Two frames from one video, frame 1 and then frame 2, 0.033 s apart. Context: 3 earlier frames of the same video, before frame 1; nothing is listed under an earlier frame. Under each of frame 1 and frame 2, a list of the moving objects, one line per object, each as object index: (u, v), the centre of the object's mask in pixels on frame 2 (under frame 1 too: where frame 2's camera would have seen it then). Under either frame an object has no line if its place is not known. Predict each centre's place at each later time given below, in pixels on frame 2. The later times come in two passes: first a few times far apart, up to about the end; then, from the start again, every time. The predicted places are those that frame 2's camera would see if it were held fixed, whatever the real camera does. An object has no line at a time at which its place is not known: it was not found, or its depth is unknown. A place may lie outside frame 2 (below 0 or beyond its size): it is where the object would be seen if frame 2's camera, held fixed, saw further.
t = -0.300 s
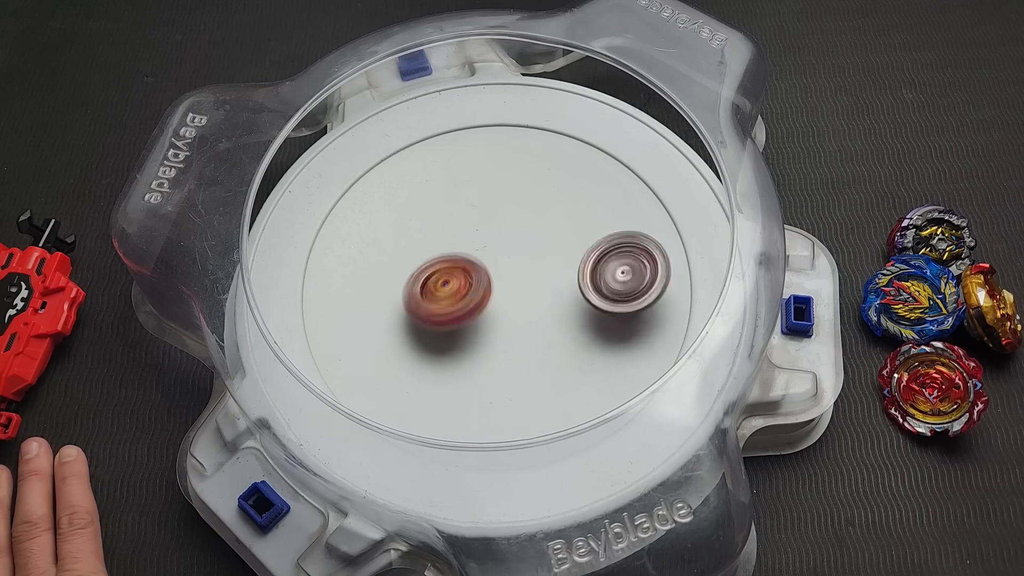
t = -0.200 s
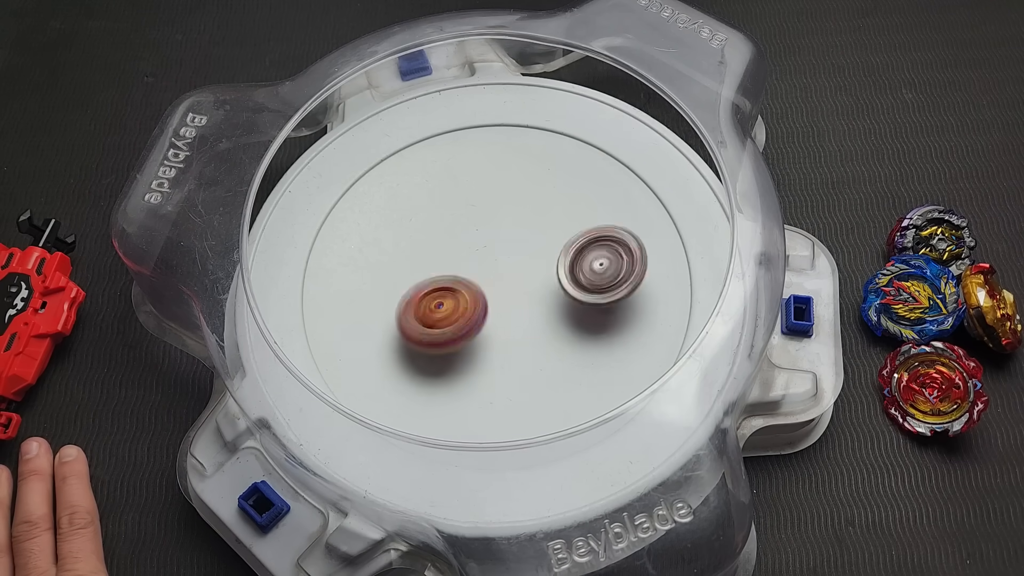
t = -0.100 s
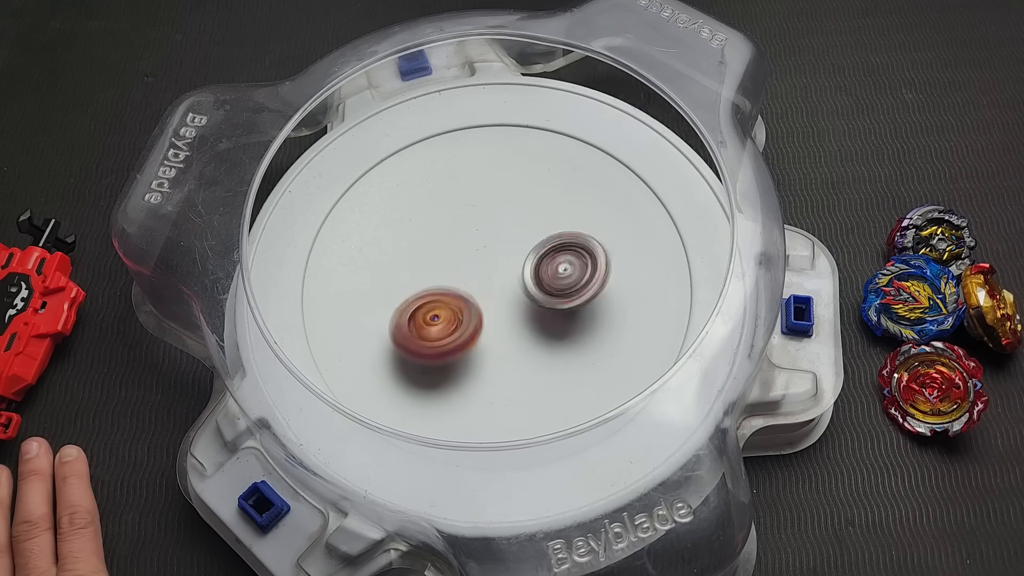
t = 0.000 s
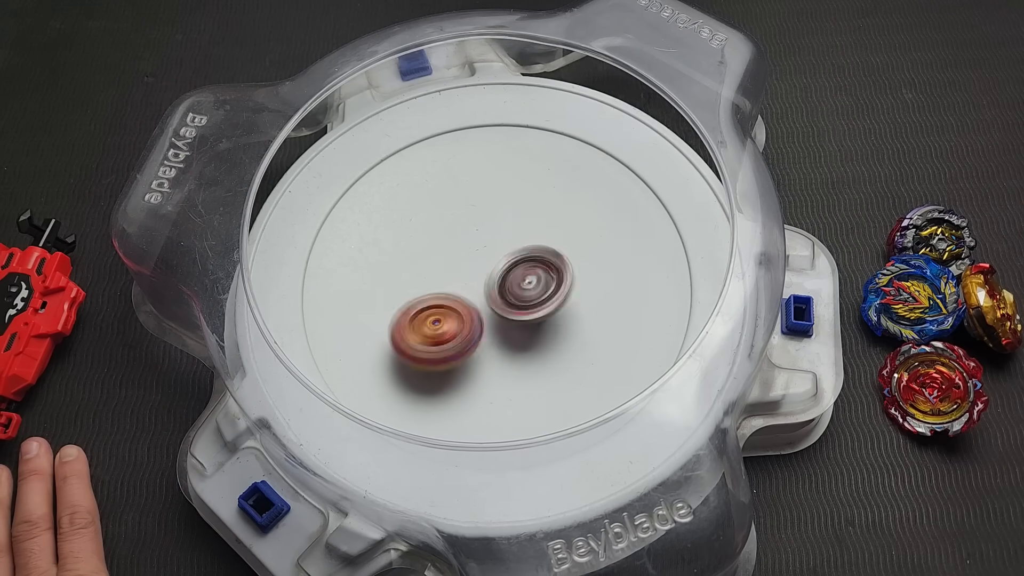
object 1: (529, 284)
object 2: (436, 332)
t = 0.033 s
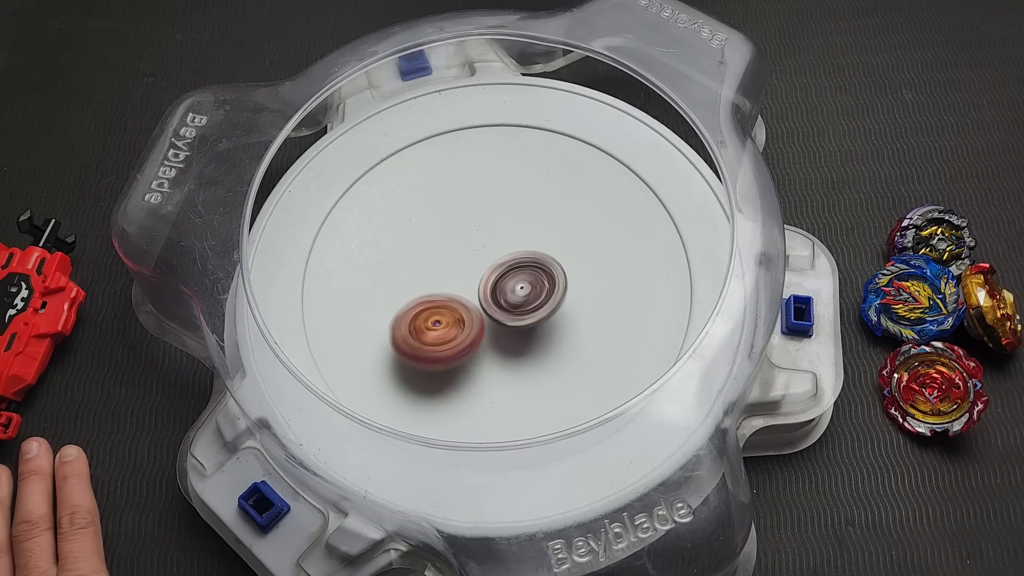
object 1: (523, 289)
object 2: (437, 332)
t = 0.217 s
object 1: (512, 310)
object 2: (412, 336)
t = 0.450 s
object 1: (523, 316)
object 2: (401, 309)
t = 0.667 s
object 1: (508, 301)
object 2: (417, 272)
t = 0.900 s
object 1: (503, 307)
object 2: (439, 231)
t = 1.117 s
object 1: (493, 304)
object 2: (474, 224)
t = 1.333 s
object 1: (473, 310)
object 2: (512, 225)
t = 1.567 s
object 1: (463, 317)
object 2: (533, 253)
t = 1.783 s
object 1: (440, 306)
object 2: (541, 293)
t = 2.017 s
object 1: (430, 293)
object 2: (519, 318)
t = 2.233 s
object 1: (429, 269)
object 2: (499, 328)
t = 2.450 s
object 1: (442, 232)
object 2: (474, 317)
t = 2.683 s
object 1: (466, 202)
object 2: (452, 287)
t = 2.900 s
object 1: (509, 179)
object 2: (446, 269)
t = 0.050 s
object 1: (524, 291)
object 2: (432, 333)
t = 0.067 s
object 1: (526, 291)
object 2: (427, 335)
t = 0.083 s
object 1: (528, 293)
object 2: (420, 336)
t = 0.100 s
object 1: (529, 294)
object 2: (417, 336)
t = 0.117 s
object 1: (528, 296)
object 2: (413, 336)
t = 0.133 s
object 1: (528, 298)
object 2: (410, 336)
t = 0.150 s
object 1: (525, 300)
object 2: (410, 337)
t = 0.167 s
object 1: (521, 302)
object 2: (408, 336)
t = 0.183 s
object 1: (519, 305)
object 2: (409, 336)
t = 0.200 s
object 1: (516, 307)
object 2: (410, 336)
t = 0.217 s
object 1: (512, 310)
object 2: (412, 336)
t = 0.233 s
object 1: (511, 314)
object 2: (415, 336)
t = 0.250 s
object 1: (512, 316)
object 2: (412, 335)
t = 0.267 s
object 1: (517, 318)
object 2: (409, 334)
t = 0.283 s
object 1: (518, 318)
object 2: (407, 333)
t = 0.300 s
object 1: (520, 320)
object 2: (405, 331)
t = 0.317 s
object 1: (523, 320)
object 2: (404, 329)
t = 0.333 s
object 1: (522, 319)
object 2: (403, 328)
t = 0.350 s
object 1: (523, 320)
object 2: (402, 326)
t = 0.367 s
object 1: (525, 319)
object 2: (400, 323)
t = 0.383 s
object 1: (524, 318)
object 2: (400, 321)
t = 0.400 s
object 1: (524, 318)
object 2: (400, 317)
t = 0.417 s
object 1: (525, 317)
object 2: (400, 315)
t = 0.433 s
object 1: (523, 315)
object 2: (401, 312)
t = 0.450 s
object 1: (523, 316)
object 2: (401, 309)
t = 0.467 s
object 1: (523, 313)
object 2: (401, 306)
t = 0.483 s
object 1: (521, 312)
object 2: (401, 303)
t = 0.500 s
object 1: (520, 313)
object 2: (403, 300)
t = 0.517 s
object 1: (520, 309)
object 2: (404, 296)
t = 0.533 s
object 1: (517, 308)
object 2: (405, 293)
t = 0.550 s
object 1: (517, 309)
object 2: (407, 291)
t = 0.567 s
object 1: (516, 306)
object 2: (407, 288)
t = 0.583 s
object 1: (513, 305)
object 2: (409, 285)
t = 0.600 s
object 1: (513, 306)
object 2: (409, 282)
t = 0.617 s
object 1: (512, 303)
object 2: (412, 280)
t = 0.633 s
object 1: (509, 303)
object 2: (413, 277)
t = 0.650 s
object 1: (509, 303)
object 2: (414, 275)
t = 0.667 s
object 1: (508, 301)
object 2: (417, 272)
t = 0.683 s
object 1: (506, 301)
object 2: (417, 269)
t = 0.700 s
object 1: (506, 301)
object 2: (420, 267)
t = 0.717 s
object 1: (503, 299)
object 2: (421, 263)
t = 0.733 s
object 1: (501, 299)
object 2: (422, 262)
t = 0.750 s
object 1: (501, 299)
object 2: (425, 259)
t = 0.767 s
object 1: (499, 298)
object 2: (426, 257)
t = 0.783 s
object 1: (499, 301)
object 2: (428, 252)
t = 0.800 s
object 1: (502, 304)
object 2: (427, 247)
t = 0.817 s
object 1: (503, 304)
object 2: (429, 243)
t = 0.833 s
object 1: (503, 307)
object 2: (430, 239)
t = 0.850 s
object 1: (504, 307)
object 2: (432, 237)
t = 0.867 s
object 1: (503, 307)
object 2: (434, 234)
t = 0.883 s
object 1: (503, 308)
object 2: (435, 233)
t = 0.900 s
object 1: (503, 307)
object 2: (439, 231)
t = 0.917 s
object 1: (501, 307)
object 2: (440, 230)
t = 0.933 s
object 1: (501, 308)
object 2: (444, 229)
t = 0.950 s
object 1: (500, 307)
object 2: (446, 226)
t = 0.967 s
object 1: (499, 307)
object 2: (449, 226)
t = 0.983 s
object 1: (499, 306)
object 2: (452, 225)
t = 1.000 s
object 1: (498, 306)
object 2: (454, 226)
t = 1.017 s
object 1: (497, 306)
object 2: (457, 225)
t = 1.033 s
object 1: (497, 305)
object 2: (459, 225)
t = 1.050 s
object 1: (496, 305)
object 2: (463, 225)
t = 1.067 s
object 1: (495, 305)
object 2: (464, 224)
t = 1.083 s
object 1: (495, 304)
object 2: (468, 225)
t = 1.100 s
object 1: (493, 304)
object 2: (470, 224)
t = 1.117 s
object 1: (493, 304)
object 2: (474, 224)
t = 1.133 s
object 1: (492, 302)
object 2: (476, 223)
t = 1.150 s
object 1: (490, 302)
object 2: (479, 225)
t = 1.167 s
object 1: (490, 301)
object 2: (482, 224)
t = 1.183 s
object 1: (489, 300)
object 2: (484, 226)
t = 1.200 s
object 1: (488, 300)
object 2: (488, 225)
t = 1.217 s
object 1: (488, 299)
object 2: (490, 226)
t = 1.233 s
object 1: (484, 300)
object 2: (494, 225)
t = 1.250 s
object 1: (482, 303)
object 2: (497, 224)
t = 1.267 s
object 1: (480, 304)
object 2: (501, 224)
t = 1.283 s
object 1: (477, 307)
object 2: (503, 223)
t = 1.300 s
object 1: (476, 308)
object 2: (506, 223)
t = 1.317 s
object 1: (475, 309)
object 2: (509, 223)
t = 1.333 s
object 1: (473, 310)
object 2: (512, 225)
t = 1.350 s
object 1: (473, 311)
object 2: (514, 225)
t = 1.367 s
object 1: (471, 312)
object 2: (516, 227)
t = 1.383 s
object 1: (471, 313)
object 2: (519, 227)
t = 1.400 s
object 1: (470, 313)
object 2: (519, 230)
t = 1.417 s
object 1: (469, 314)
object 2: (521, 231)
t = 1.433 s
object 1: (469, 316)
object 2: (522, 233)
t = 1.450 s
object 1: (468, 315)
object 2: (525, 235)
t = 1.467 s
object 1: (467, 317)
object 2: (525, 238)
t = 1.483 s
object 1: (467, 317)
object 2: (528, 240)
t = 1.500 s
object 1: (465, 317)
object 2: (528, 243)
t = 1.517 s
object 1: (465, 317)
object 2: (530, 245)
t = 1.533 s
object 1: (464, 316)
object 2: (531, 247)
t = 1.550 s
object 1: (463, 316)
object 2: (532, 251)
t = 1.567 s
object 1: (463, 317)
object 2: (533, 253)
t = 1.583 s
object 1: (462, 316)
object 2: (534, 257)
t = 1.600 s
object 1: (460, 316)
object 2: (535, 259)
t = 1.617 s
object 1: (460, 316)
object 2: (535, 264)
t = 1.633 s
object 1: (459, 315)
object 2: (536, 266)
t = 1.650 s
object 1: (458, 315)
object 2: (536, 270)
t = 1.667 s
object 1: (458, 312)
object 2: (537, 272)
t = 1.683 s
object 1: (456, 312)
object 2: (537, 275)
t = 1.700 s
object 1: (457, 311)
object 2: (537, 278)
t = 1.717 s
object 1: (456, 309)
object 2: (536, 281)
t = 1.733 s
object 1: (452, 308)
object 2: (537, 284)
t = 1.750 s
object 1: (448, 307)
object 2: (538, 287)
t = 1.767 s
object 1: (444, 306)
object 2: (541, 289)
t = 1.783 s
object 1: (440, 306)
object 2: (541, 293)
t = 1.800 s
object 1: (438, 305)
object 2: (542, 295)
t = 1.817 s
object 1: (435, 304)
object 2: (541, 297)
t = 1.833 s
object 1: (435, 303)
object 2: (542, 299)
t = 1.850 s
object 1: (433, 303)
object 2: (540, 302)
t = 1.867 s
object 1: (432, 303)
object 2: (539, 304)
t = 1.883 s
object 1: (432, 301)
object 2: (537, 306)
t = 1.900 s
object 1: (430, 300)
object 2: (536, 308)
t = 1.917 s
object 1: (431, 300)
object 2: (533, 310)
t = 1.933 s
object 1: (430, 298)
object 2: (532, 311)
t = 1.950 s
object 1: (429, 298)
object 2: (529, 313)
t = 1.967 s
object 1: (430, 296)
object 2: (527, 314)
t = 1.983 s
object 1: (429, 295)
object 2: (524, 316)
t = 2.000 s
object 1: (430, 295)
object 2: (522, 317)
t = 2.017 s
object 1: (430, 293)
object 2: (519, 318)
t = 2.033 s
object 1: (430, 293)
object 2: (518, 319)
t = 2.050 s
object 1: (431, 290)
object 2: (515, 321)
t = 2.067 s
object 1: (428, 287)
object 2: (514, 323)
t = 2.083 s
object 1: (427, 286)
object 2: (513, 324)
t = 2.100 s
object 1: (427, 282)
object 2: (513, 326)
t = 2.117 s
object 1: (425, 281)
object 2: (510, 327)
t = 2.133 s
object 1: (426, 280)
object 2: (510, 327)
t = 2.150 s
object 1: (426, 277)
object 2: (507, 328)
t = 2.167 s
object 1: (427, 277)
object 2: (506, 328)
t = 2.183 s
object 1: (429, 275)
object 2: (503, 327)
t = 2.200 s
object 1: (428, 275)
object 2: (502, 328)
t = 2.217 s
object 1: (429, 272)
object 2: (498, 327)
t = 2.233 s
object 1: (429, 269)
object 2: (499, 328)
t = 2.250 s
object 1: (430, 267)
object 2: (498, 329)
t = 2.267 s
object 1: (429, 263)
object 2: (497, 328)
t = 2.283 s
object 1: (430, 261)
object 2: (495, 328)
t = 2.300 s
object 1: (430, 258)
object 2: (493, 327)
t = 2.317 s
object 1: (430, 256)
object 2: (491, 326)
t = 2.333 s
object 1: (433, 254)
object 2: (489, 324)
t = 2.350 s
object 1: (433, 250)
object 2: (486, 323)
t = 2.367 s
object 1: (435, 249)
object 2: (483, 321)
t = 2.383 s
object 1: (437, 246)
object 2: (481, 319)
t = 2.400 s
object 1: (437, 243)
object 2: (478, 319)
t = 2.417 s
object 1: (440, 238)
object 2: (477, 319)
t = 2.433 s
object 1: (440, 235)
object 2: (475, 318)
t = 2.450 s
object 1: (442, 232)
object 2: (474, 317)
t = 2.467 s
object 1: (443, 229)
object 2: (471, 315)
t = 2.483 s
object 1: (444, 227)
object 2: (470, 314)
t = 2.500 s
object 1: (445, 223)
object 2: (467, 312)
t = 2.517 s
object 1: (446, 222)
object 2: (466, 310)
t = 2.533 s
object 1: (449, 219)
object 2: (464, 307)
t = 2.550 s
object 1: (450, 217)
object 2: (463, 305)
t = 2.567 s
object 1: (452, 216)
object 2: (461, 303)
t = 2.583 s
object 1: (453, 214)
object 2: (460, 300)
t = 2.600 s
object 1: (455, 213)
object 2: (458, 298)
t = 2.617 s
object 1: (458, 210)
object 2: (457, 294)
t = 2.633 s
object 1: (459, 208)
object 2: (455, 293)
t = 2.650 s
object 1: (463, 206)
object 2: (454, 290)
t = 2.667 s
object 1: (464, 202)
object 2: (453, 289)
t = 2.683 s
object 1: (466, 202)
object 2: (452, 287)
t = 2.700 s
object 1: (469, 199)
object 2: (452, 286)
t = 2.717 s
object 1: (470, 199)
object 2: (451, 283)
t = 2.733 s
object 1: (474, 196)
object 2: (452, 282)
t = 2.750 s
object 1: (474, 195)
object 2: (451, 279)
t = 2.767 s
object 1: (478, 196)
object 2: (452, 277)
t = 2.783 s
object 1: (480, 193)
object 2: (451, 275)
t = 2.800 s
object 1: (484, 193)
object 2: (450, 273)
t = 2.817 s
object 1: (490, 190)
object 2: (448, 273)
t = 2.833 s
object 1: (494, 188)
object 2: (446, 273)
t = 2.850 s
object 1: (500, 184)
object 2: (446, 273)
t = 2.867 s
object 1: (502, 183)
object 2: (445, 272)
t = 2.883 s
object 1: (507, 179)
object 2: (446, 271)
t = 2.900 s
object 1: (509, 179)
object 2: (446, 269)
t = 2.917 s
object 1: (514, 178)
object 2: (448, 267)
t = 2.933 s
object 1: (514, 177)
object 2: (449, 266)
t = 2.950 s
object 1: (518, 178)
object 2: (451, 263)
